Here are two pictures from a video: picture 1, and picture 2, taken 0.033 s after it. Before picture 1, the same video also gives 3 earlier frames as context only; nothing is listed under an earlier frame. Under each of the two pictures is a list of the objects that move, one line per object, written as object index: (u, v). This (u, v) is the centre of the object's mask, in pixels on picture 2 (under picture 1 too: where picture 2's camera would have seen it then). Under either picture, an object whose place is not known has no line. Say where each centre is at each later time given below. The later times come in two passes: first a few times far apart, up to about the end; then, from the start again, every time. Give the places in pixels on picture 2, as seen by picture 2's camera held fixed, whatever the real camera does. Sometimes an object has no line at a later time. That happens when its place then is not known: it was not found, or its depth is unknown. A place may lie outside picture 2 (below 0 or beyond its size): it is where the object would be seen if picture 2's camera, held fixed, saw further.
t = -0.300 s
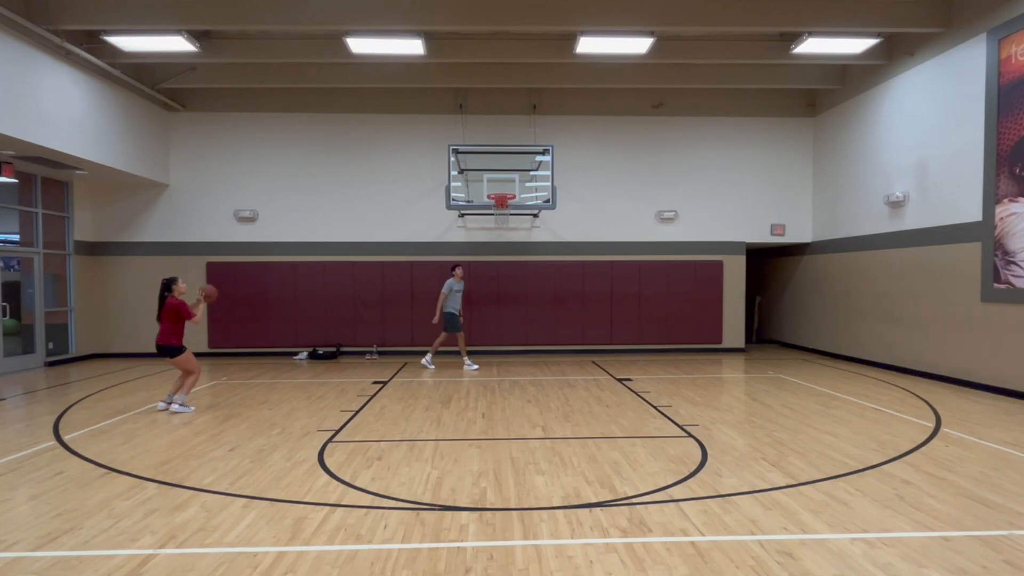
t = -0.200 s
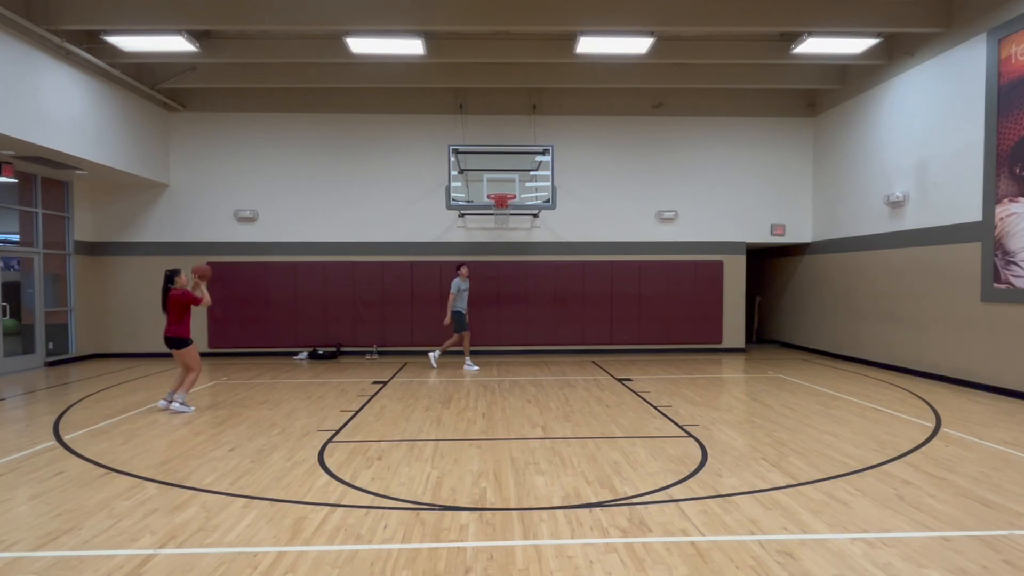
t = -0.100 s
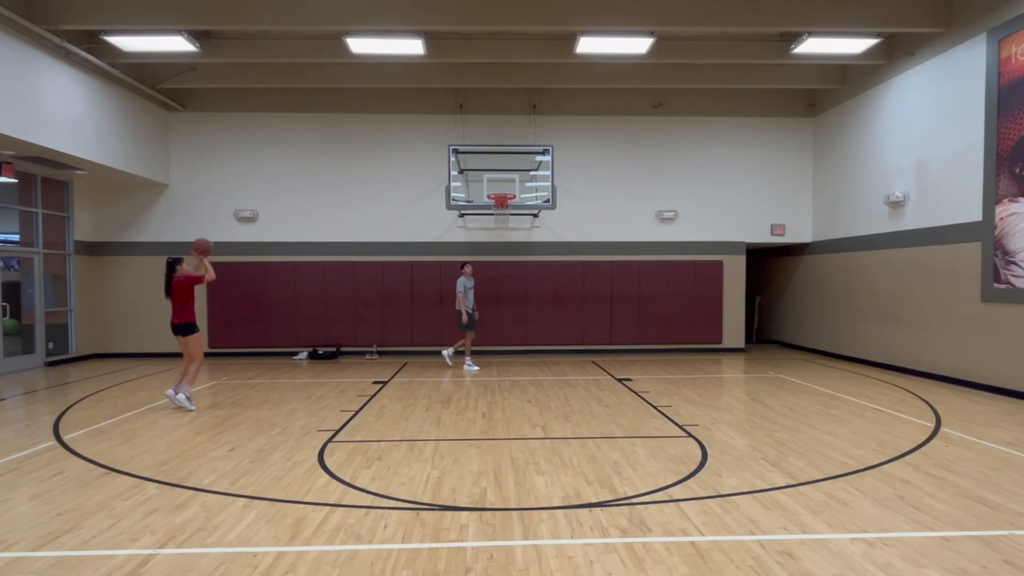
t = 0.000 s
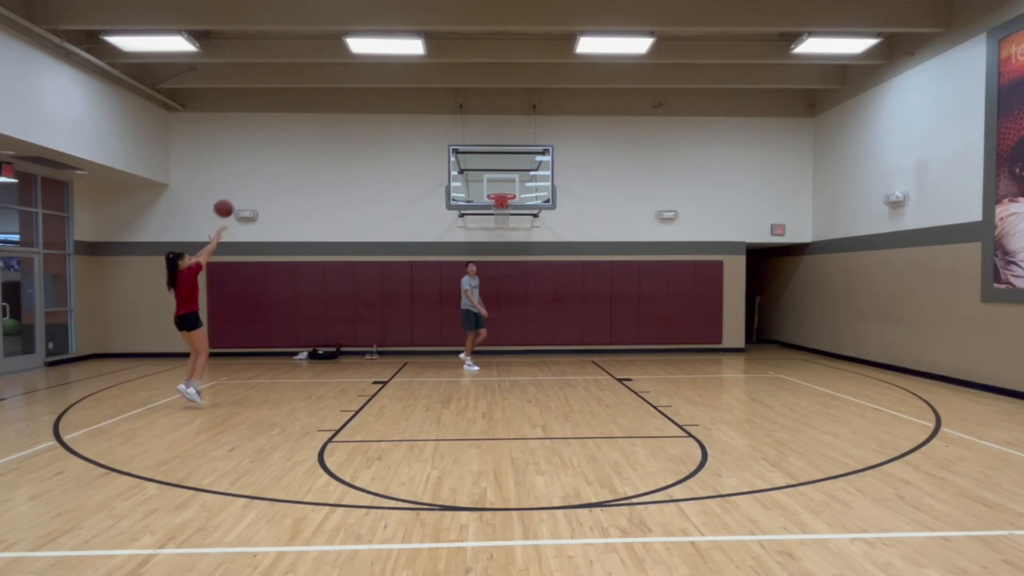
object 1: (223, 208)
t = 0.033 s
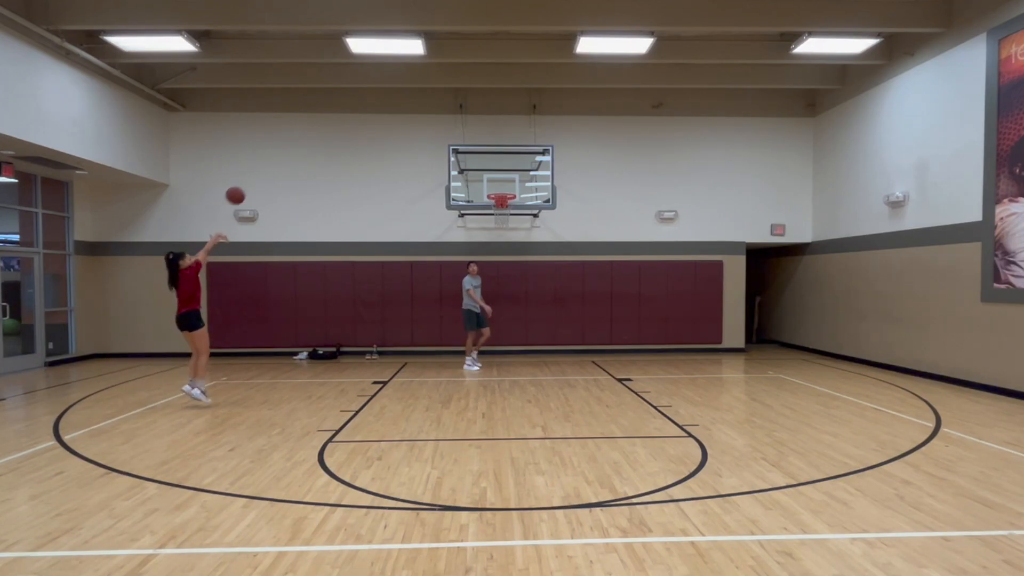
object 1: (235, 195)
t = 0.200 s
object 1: (291, 146)
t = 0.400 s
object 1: (350, 118)
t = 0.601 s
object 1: (404, 118)
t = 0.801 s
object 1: (451, 143)
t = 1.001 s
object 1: (494, 187)
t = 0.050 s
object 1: (241, 189)
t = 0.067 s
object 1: (246, 183)
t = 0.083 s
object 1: (252, 178)
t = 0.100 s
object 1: (258, 173)
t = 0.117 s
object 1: (263, 168)
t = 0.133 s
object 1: (269, 163)
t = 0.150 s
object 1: (274, 158)
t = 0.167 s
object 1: (280, 154)
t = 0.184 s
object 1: (285, 150)
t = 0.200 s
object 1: (291, 146)
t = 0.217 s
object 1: (296, 142)
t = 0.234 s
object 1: (301, 139)
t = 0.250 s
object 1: (306, 136)
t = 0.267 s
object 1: (311, 133)
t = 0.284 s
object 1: (316, 131)
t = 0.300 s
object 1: (321, 128)
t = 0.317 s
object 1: (326, 126)
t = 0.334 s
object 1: (331, 124)
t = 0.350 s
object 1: (336, 122)
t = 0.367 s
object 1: (340, 120)
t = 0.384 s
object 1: (345, 119)
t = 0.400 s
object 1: (350, 118)
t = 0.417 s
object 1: (355, 117)
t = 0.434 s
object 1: (359, 116)
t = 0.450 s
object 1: (364, 115)
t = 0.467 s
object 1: (368, 115)
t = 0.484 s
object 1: (373, 114)
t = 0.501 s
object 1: (377, 114)
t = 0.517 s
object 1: (382, 115)
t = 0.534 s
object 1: (386, 115)
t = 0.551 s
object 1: (391, 115)
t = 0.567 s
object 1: (395, 116)
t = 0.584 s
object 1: (399, 117)
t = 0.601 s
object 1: (404, 118)
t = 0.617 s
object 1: (408, 119)
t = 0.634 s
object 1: (412, 120)
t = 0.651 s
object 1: (416, 122)
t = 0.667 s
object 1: (420, 124)
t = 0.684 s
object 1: (424, 126)
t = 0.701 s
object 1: (428, 128)
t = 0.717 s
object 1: (432, 130)
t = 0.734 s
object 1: (436, 132)
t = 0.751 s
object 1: (440, 134)
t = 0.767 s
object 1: (444, 137)
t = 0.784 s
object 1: (447, 140)
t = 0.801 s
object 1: (451, 143)
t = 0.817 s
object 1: (455, 146)
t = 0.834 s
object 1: (459, 149)
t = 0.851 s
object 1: (462, 152)
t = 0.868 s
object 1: (466, 155)
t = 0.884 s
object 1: (470, 159)
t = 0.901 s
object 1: (473, 163)
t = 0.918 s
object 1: (477, 167)
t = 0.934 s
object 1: (480, 170)
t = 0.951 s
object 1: (484, 175)
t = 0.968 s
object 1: (487, 179)
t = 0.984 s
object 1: (491, 183)
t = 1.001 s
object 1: (494, 187)
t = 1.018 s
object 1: (497, 191)
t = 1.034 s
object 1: (501, 197)
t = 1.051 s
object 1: (505, 202)
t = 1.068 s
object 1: (507, 206)
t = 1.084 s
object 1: (510, 211)
